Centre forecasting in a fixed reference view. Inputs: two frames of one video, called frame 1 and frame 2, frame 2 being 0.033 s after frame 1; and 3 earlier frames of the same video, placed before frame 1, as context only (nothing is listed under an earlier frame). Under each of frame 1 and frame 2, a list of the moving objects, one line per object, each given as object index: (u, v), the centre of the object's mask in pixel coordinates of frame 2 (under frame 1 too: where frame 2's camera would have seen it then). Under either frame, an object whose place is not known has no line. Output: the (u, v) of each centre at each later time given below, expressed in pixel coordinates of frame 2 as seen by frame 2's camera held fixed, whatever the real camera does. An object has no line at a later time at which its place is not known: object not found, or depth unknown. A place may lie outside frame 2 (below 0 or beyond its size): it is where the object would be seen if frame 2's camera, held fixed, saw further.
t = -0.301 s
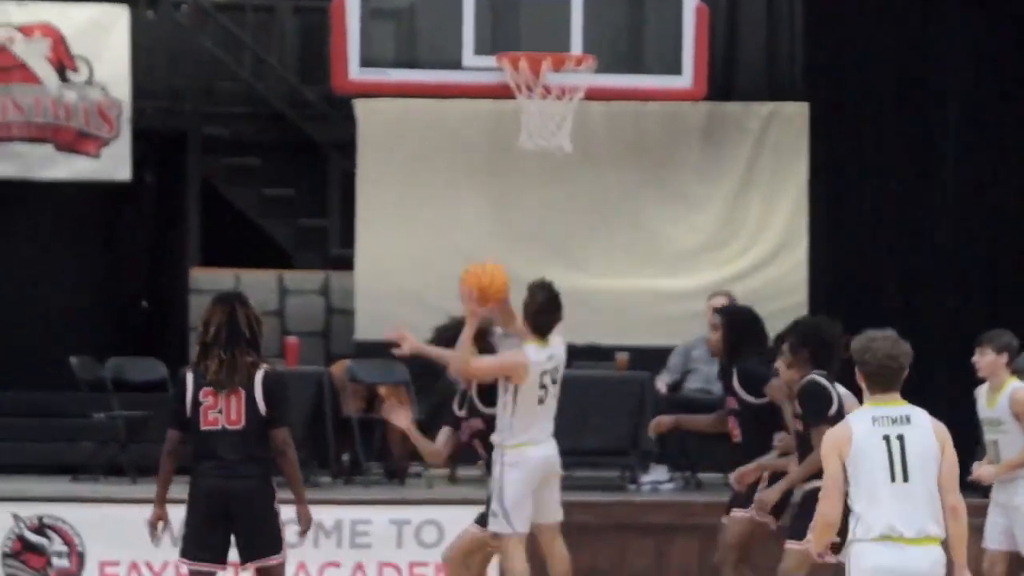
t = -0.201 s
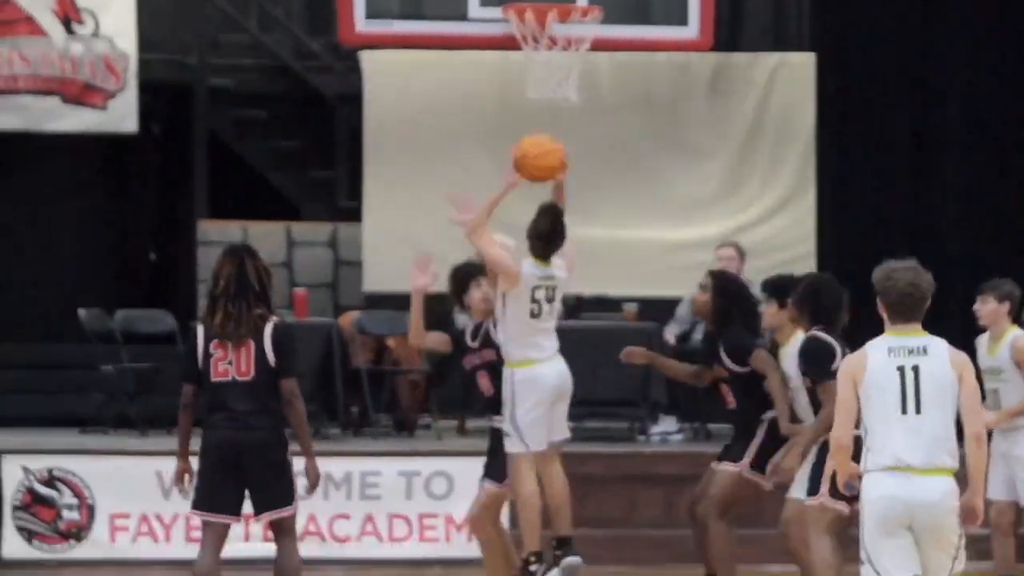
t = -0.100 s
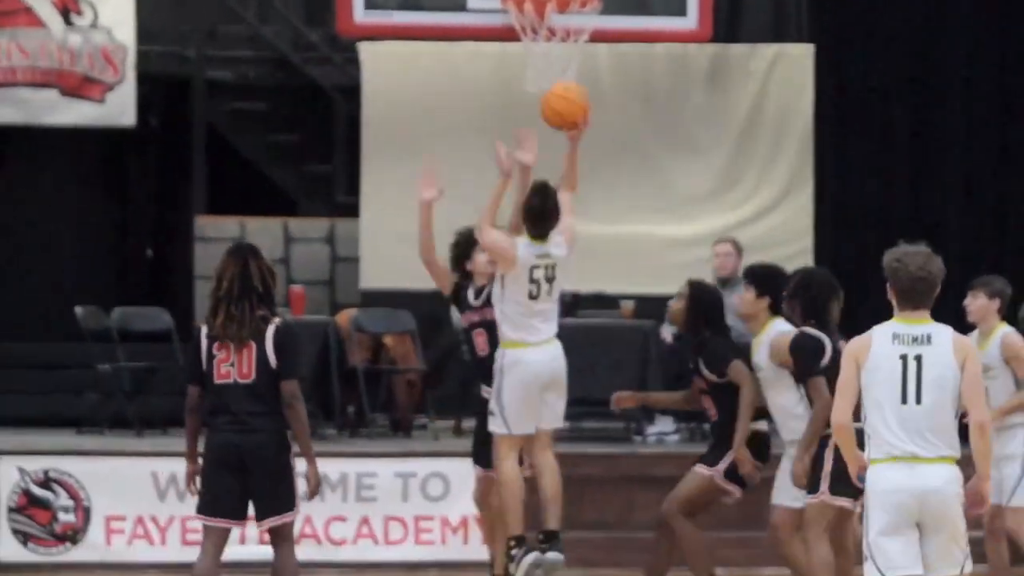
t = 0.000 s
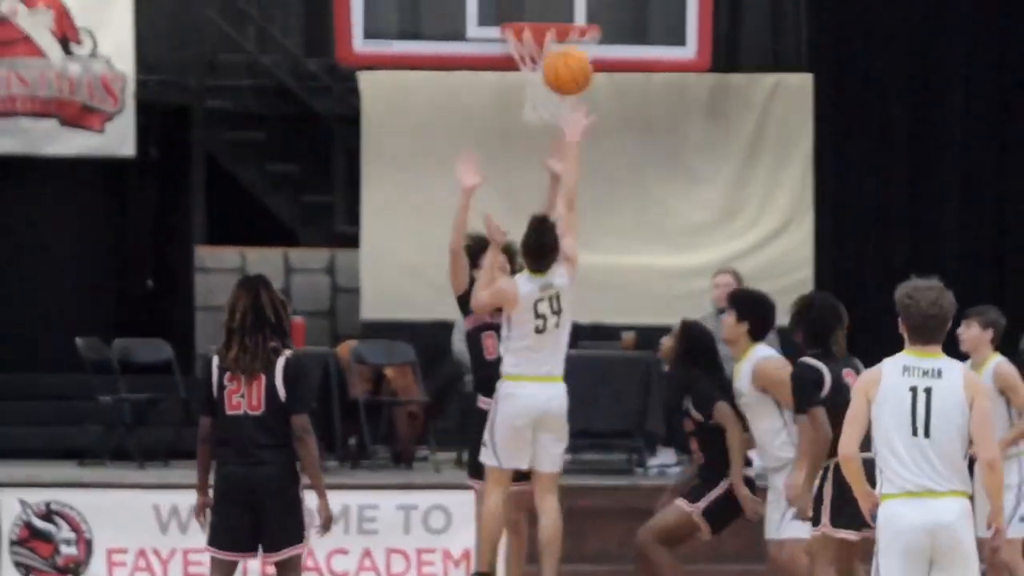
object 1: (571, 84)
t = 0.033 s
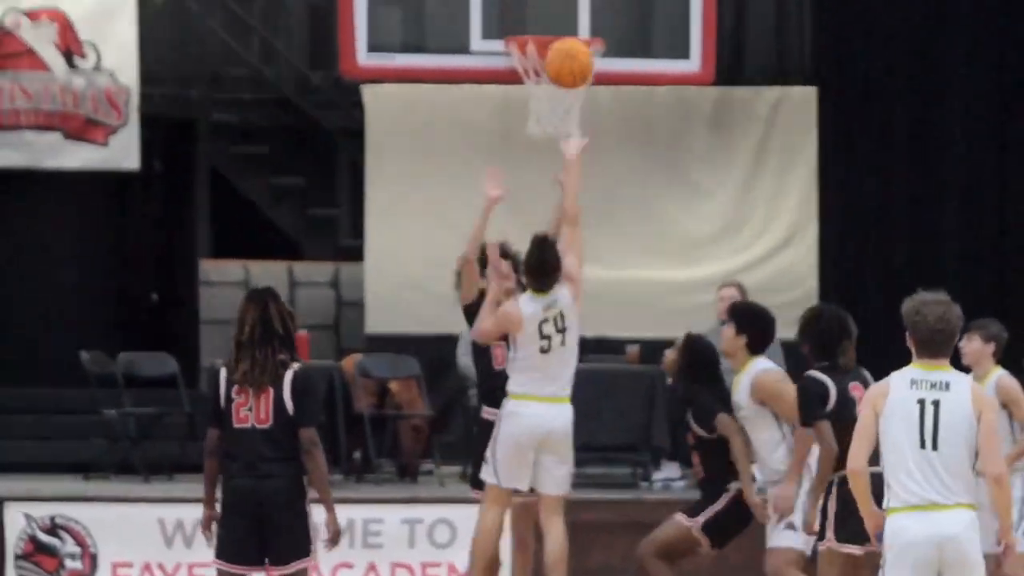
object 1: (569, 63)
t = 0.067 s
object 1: (566, 45)
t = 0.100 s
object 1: (565, 31)
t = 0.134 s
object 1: (562, 18)
